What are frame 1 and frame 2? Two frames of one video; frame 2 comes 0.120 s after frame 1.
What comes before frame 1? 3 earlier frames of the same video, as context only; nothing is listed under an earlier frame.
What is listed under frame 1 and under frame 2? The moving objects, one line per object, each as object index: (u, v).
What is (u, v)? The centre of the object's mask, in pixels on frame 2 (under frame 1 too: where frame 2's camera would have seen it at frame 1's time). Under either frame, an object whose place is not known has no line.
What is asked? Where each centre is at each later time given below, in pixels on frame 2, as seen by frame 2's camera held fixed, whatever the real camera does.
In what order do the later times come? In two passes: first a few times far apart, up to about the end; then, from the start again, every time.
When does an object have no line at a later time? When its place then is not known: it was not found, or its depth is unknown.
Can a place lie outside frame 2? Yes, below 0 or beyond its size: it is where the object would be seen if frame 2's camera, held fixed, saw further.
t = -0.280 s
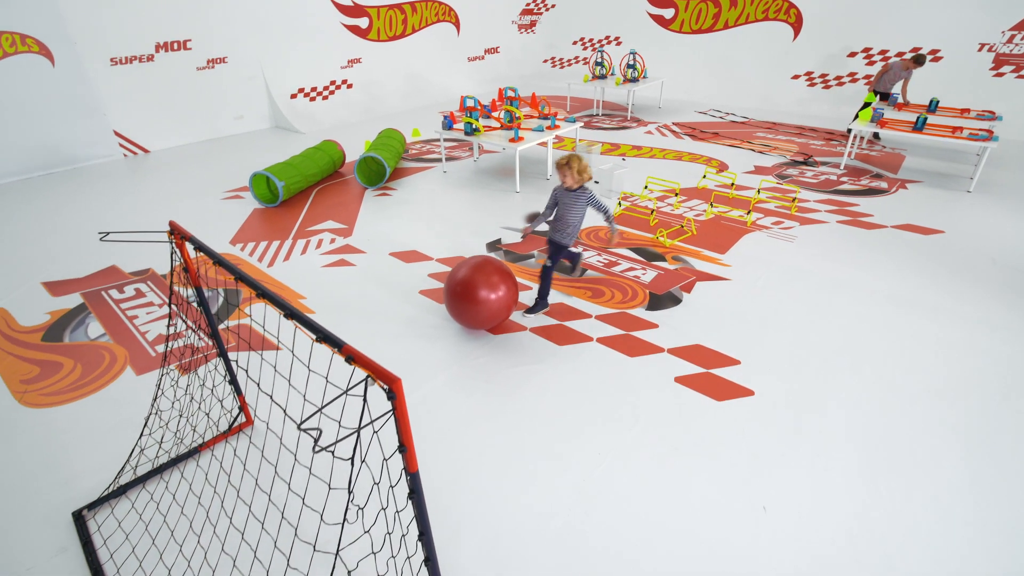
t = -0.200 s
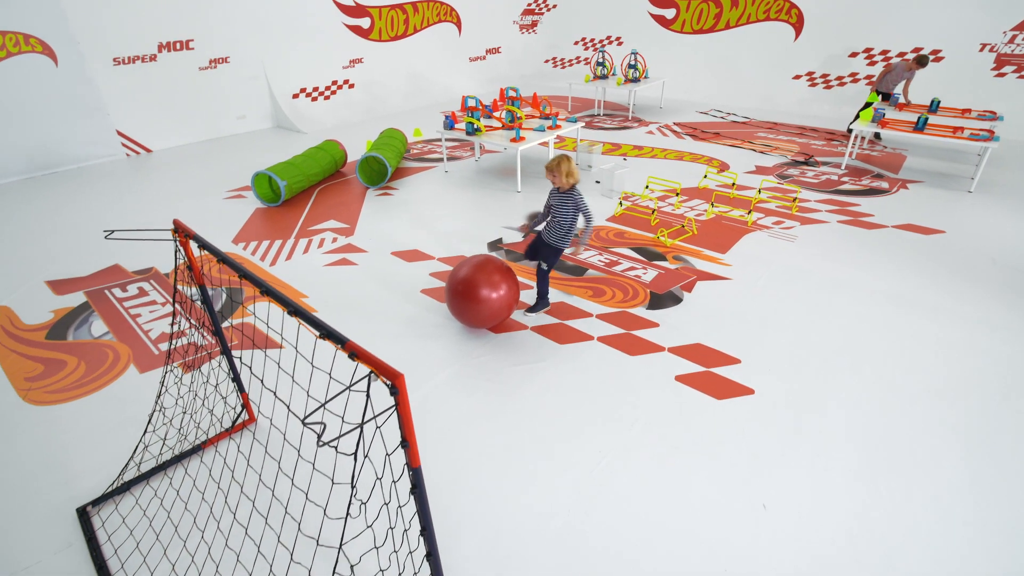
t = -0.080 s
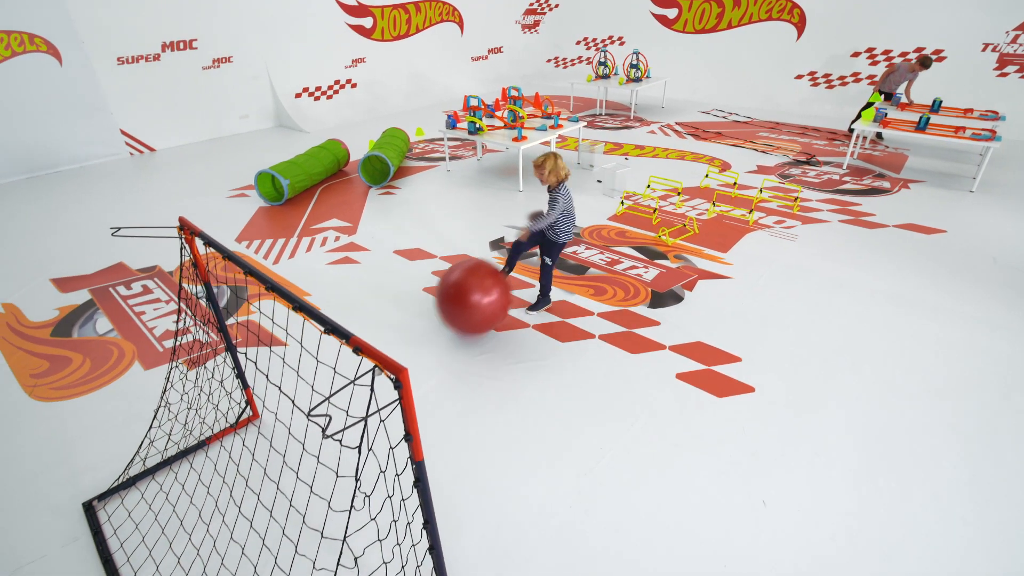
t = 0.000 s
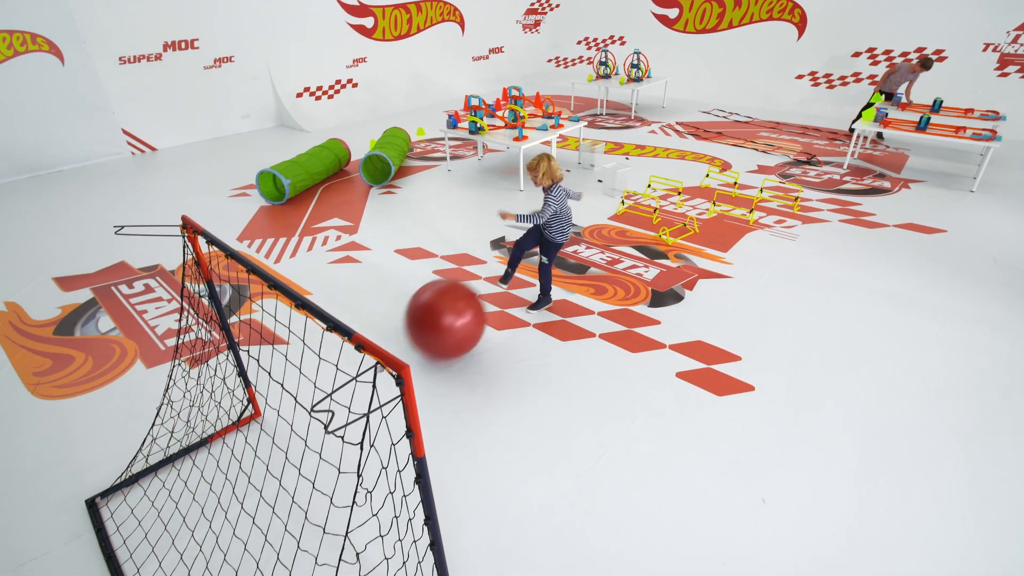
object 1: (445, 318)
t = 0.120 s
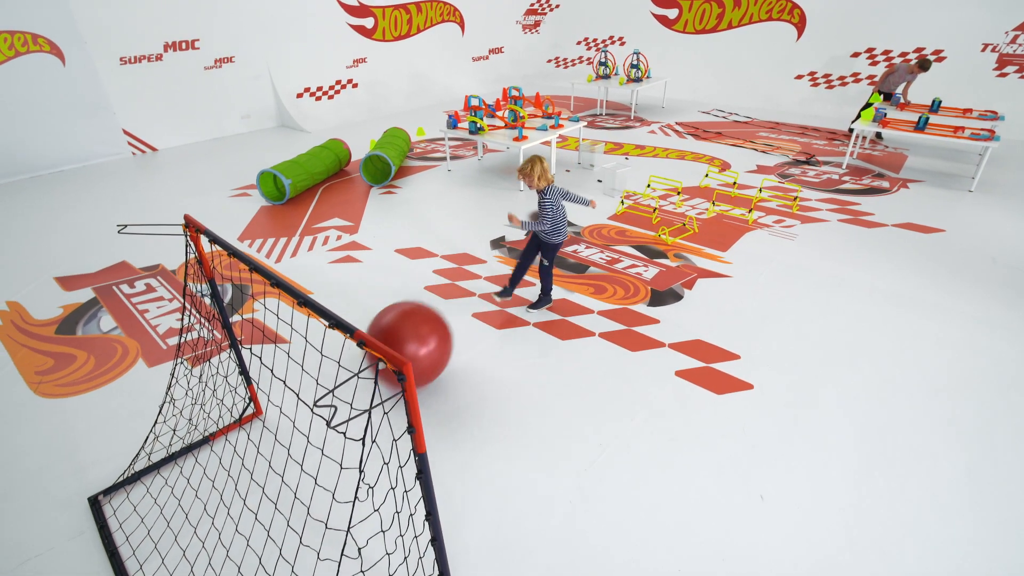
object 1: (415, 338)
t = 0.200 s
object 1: (385, 362)
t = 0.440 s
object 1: (319, 414)
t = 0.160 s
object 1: (398, 353)
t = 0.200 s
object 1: (385, 362)
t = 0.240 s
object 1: (372, 372)
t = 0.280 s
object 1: (359, 387)
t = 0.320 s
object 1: (352, 390)
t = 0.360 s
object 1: (343, 397)
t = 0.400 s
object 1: (331, 405)
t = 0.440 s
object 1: (319, 414)
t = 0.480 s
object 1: (307, 423)
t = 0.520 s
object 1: (294, 432)
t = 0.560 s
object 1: (281, 440)
